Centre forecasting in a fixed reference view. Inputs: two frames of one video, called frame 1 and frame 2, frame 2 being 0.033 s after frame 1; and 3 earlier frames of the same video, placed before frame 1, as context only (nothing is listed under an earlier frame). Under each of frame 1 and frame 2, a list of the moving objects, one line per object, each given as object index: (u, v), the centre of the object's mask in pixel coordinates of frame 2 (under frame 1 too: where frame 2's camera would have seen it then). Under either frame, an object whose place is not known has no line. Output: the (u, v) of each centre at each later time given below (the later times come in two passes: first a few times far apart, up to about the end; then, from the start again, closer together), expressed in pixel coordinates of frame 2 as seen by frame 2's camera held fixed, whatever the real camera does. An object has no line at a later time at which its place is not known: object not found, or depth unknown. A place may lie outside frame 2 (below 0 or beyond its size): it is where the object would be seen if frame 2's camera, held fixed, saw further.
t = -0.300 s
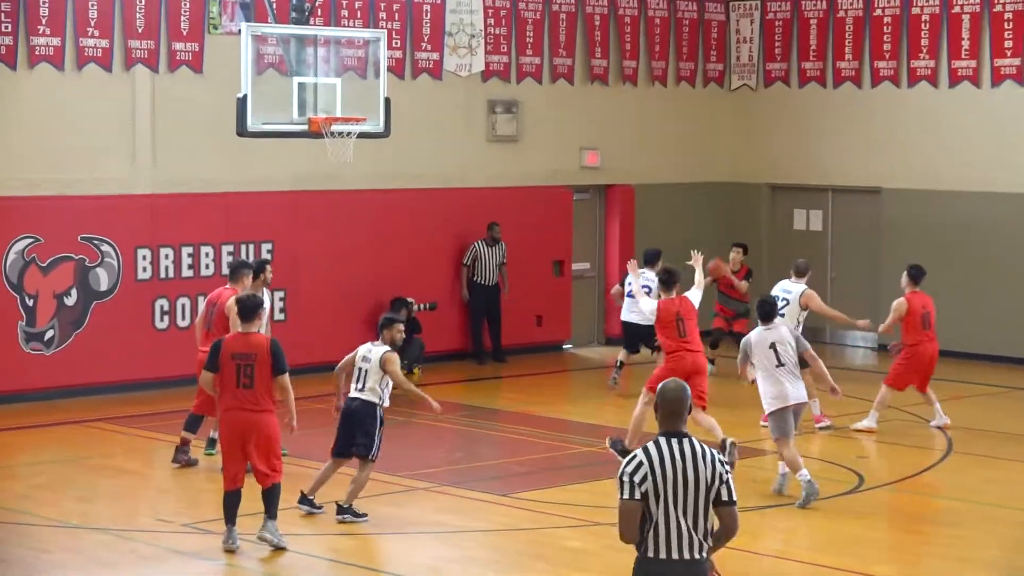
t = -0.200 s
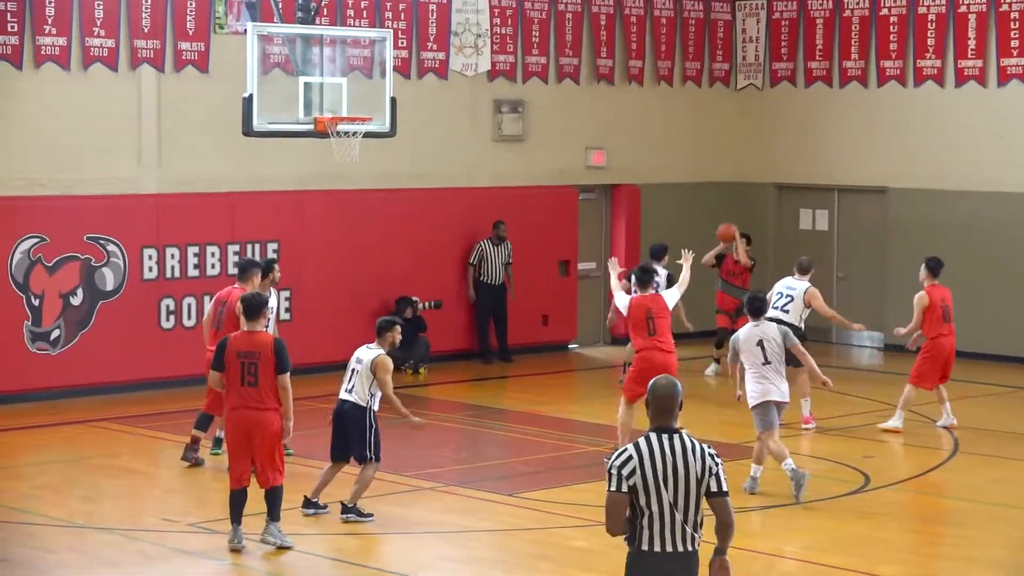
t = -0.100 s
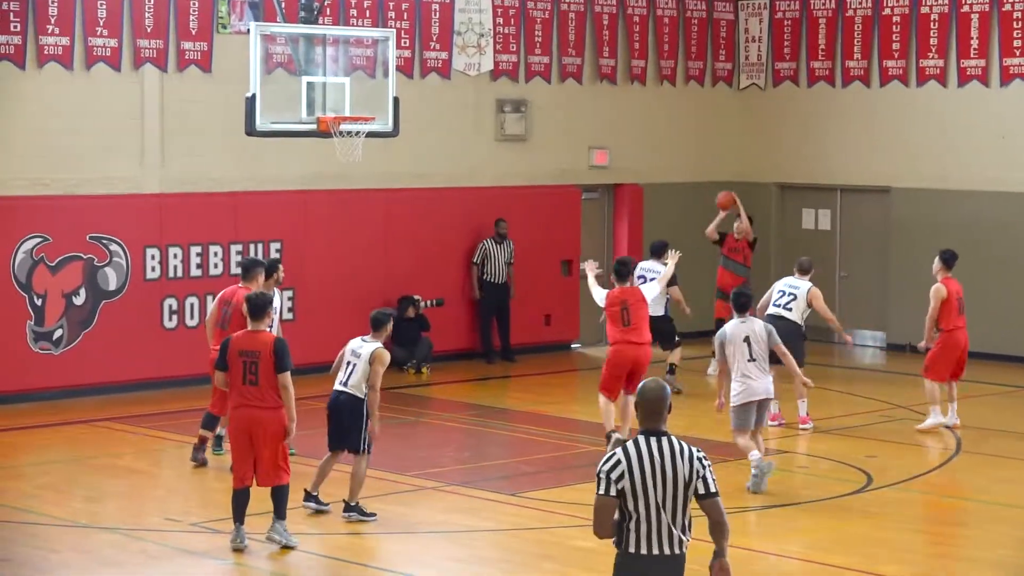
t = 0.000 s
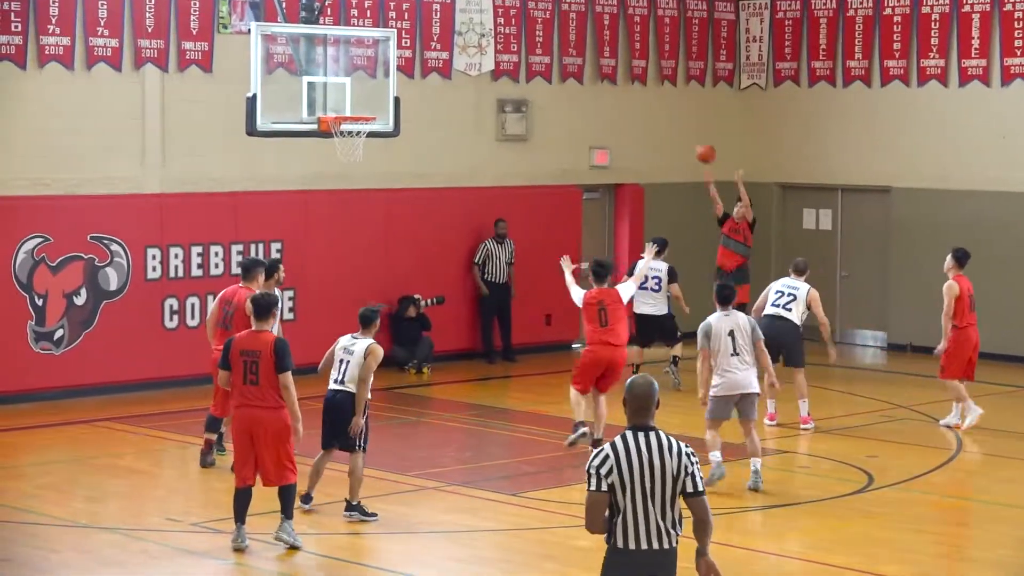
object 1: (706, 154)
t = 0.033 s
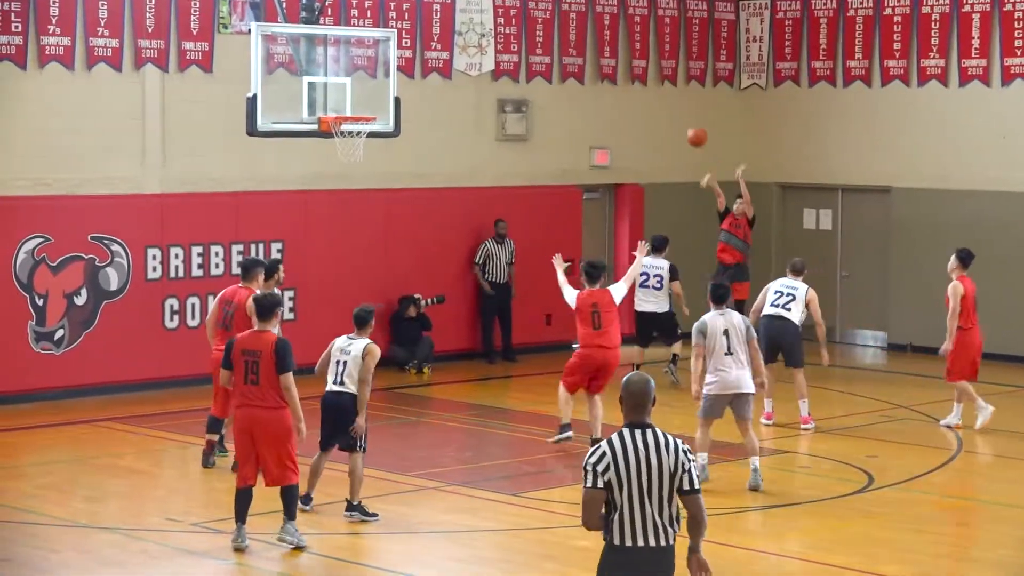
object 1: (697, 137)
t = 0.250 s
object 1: (634, 50)
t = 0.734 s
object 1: (483, 0)
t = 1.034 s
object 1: (374, 59)
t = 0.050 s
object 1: (692, 129)
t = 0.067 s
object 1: (687, 121)
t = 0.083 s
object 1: (682, 114)
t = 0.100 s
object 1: (678, 107)
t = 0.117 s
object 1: (673, 100)
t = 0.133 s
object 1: (668, 94)
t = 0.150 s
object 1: (663, 87)
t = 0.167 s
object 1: (658, 79)
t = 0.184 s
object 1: (653, 74)
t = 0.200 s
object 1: (649, 68)
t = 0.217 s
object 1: (643, 60)
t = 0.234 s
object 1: (639, 57)
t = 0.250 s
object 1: (634, 50)
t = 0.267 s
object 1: (629, 44)
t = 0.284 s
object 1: (624, 41)
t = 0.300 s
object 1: (619, 36)
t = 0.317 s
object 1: (615, 30)
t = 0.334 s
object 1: (610, 26)
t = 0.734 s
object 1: (483, 0)
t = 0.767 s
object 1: (471, 2)
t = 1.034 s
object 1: (374, 59)
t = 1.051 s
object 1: (368, 66)
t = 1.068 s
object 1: (361, 73)
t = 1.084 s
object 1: (355, 79)
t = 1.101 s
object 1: (349, 87)
